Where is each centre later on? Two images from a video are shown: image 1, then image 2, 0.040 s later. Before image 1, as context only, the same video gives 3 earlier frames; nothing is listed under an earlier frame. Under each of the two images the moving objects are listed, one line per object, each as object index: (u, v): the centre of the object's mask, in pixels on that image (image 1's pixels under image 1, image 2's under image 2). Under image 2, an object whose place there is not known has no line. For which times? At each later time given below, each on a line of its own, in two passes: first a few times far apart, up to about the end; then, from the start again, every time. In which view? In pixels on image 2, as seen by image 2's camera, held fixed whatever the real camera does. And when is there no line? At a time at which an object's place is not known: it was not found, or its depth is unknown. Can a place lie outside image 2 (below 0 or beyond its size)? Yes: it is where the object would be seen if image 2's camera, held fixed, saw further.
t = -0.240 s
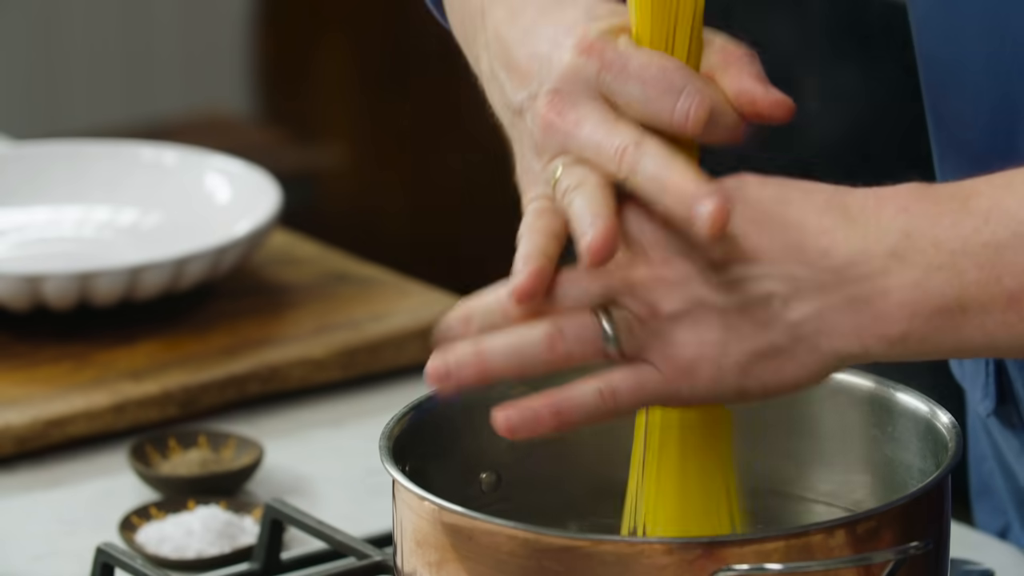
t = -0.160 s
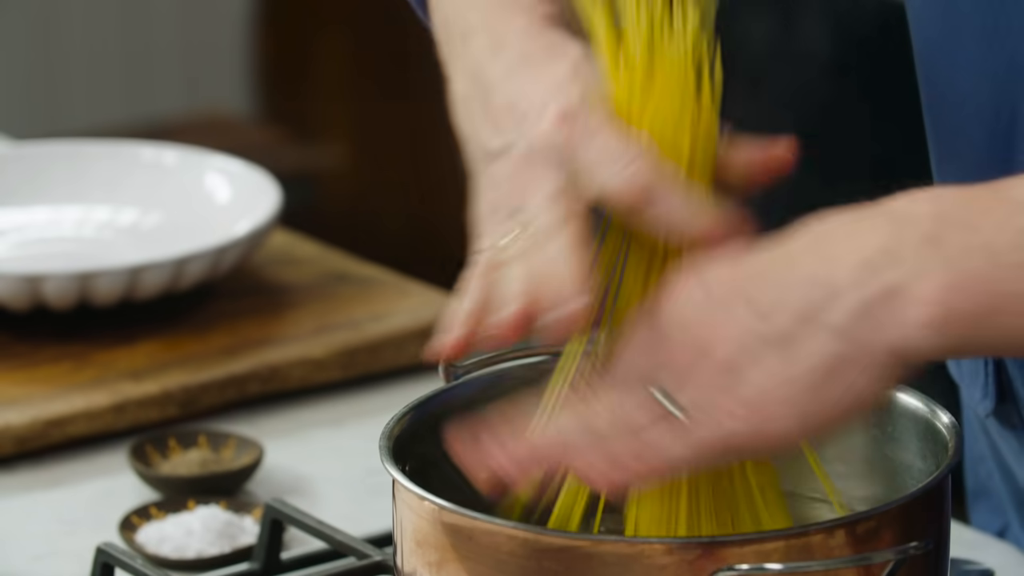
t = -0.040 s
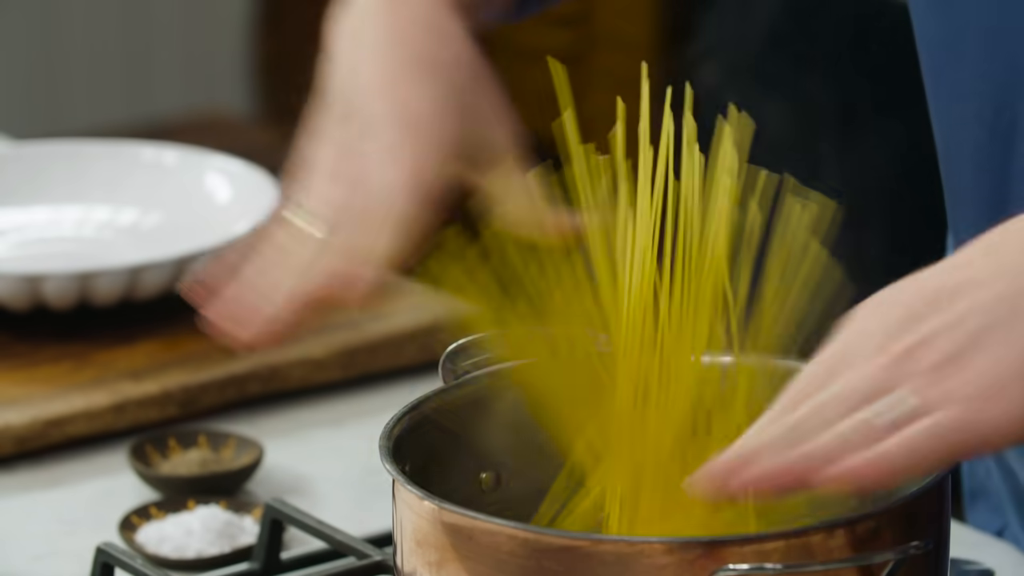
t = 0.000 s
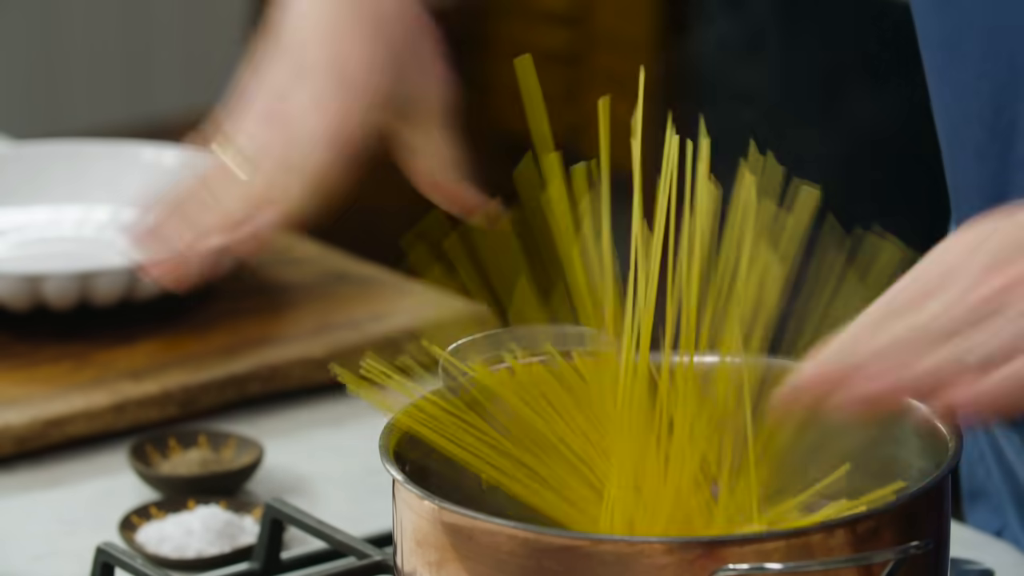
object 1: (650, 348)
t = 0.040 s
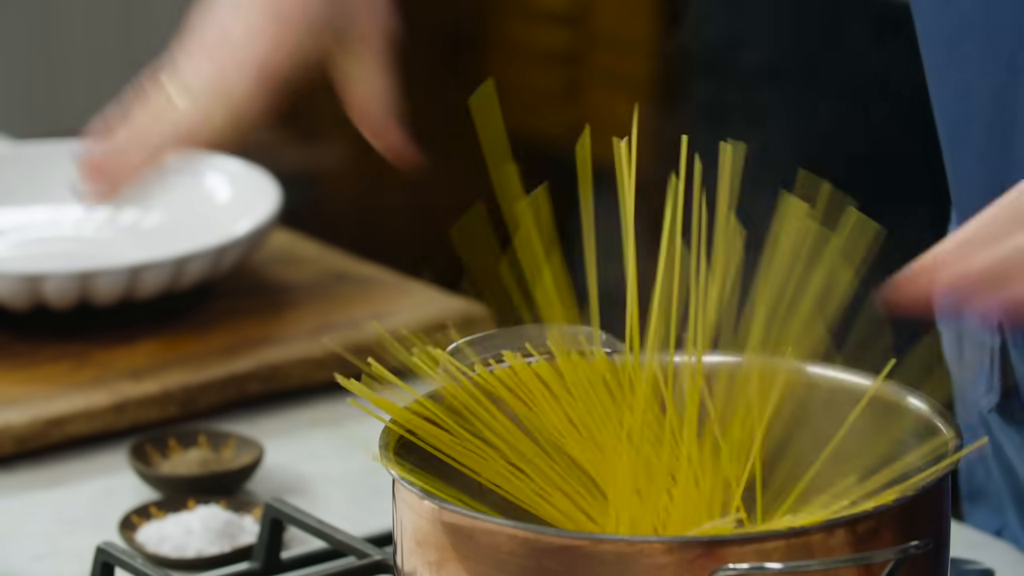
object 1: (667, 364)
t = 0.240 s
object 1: (660, 428)
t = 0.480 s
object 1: (663, 439)
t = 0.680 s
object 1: (663, 440)
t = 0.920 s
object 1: (662, 440)
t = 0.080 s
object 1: (672, 378)
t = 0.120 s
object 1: (675, 402)
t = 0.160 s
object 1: (661, 415)
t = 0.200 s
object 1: (657, 418)
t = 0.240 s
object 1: (660, 428)
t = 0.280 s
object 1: (657, 429)
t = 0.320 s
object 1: (658, 437)
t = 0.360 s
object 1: (657, 438)
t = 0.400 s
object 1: (658, 438)
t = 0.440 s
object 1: (661, 439)
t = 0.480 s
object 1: (663, 439)
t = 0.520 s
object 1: (663, 440)
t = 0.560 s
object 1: (663, 440)
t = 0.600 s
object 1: (663, 440)
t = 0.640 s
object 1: (663, 440)
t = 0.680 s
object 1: (663, 440)
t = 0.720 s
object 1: (663, 440)
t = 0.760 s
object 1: (663, 440)
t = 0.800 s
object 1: (663, 440)
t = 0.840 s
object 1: (663, 440)
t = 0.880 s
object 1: (663, 440)
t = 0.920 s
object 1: (662, 440)
